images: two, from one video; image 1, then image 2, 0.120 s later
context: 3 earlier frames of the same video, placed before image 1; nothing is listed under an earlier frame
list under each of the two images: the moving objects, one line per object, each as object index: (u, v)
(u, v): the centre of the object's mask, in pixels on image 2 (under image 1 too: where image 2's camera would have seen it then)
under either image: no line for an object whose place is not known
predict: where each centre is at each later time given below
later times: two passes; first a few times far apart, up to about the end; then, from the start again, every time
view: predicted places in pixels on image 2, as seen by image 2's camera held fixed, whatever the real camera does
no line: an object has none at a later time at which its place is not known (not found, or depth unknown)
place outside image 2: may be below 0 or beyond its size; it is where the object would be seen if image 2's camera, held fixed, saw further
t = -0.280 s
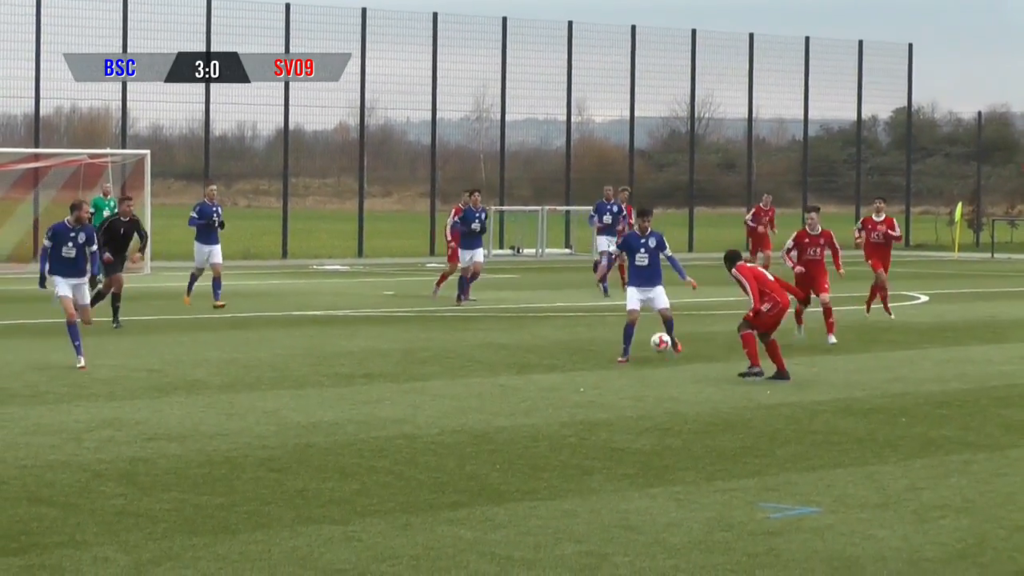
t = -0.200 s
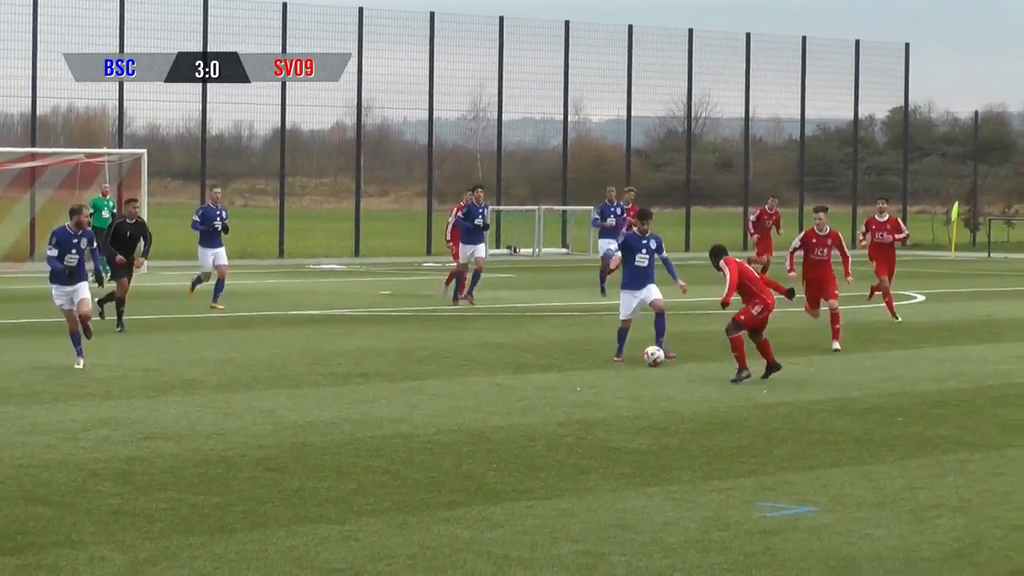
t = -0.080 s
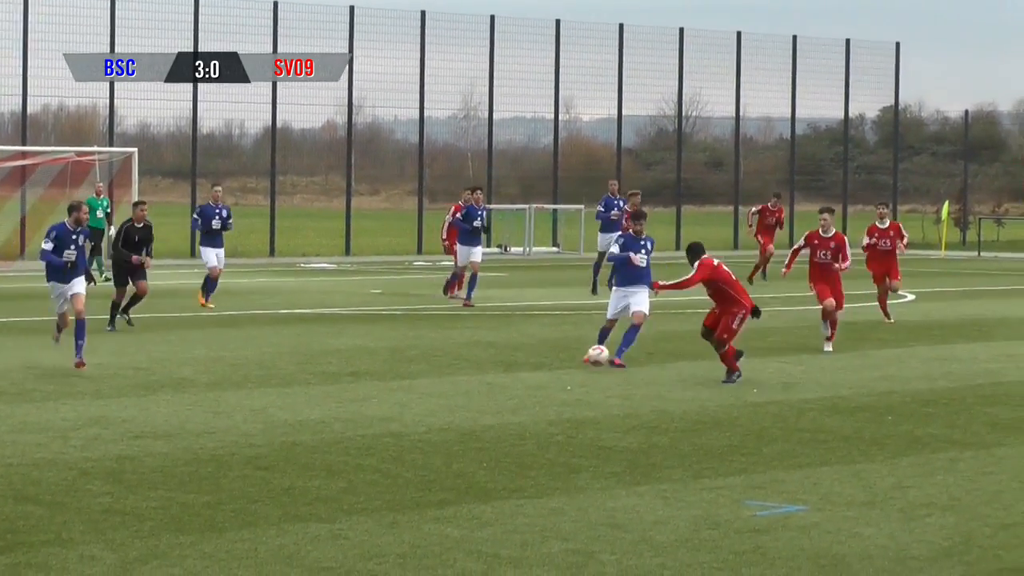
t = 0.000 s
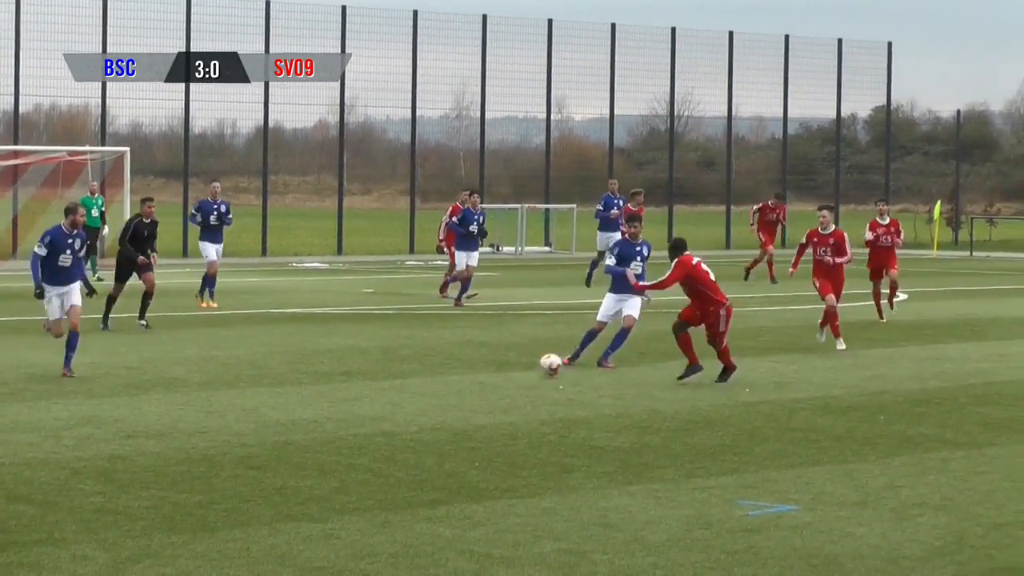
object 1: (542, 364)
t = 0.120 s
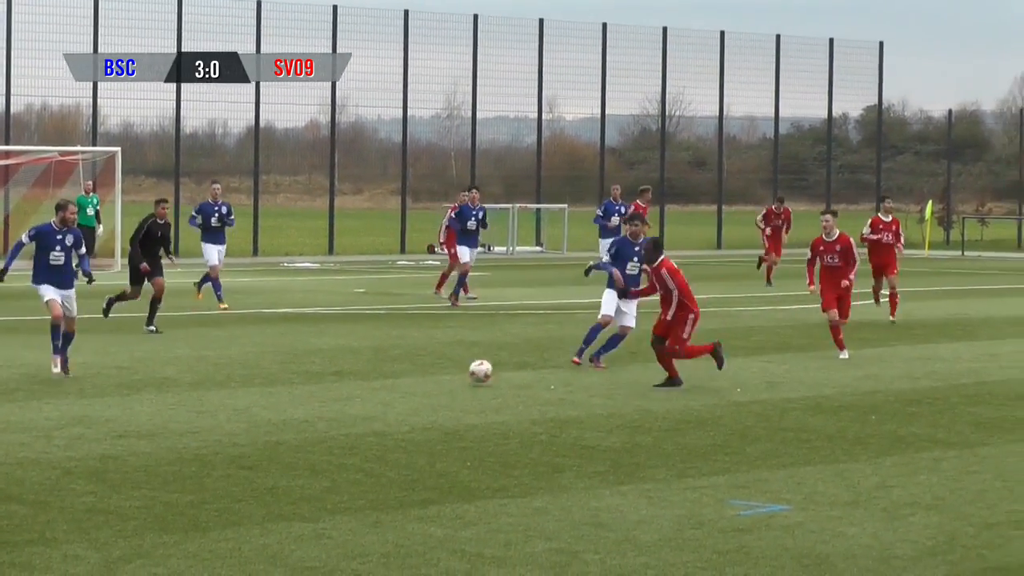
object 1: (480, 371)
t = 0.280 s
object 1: (394, 384)
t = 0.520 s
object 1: (255, 404)
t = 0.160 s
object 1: (459, 375)
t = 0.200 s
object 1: (437, 380)
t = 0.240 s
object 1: (415, 383)
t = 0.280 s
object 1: (394, 384)
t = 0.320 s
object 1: (372, 387)
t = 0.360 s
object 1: (348, 392)
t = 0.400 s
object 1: (325, 395)
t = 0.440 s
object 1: (302, 398)
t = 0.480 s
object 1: (279, 402)
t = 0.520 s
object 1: (255, 404)
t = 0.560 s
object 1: (230, 408)
